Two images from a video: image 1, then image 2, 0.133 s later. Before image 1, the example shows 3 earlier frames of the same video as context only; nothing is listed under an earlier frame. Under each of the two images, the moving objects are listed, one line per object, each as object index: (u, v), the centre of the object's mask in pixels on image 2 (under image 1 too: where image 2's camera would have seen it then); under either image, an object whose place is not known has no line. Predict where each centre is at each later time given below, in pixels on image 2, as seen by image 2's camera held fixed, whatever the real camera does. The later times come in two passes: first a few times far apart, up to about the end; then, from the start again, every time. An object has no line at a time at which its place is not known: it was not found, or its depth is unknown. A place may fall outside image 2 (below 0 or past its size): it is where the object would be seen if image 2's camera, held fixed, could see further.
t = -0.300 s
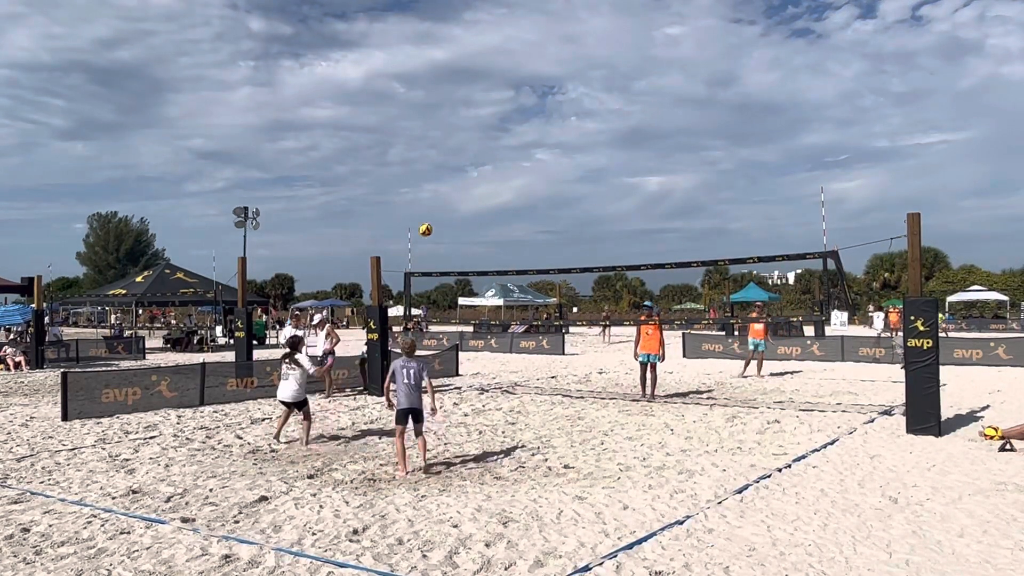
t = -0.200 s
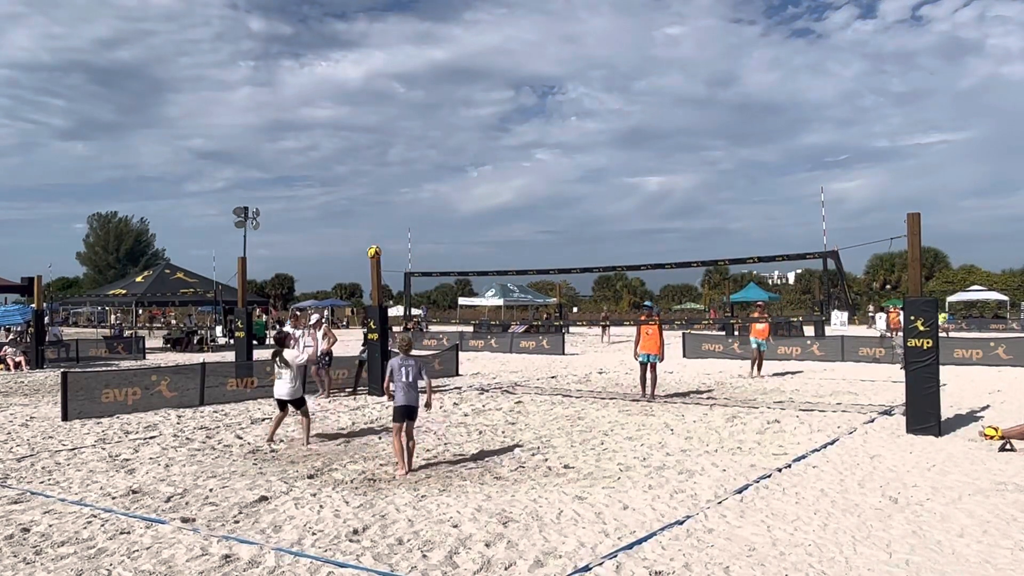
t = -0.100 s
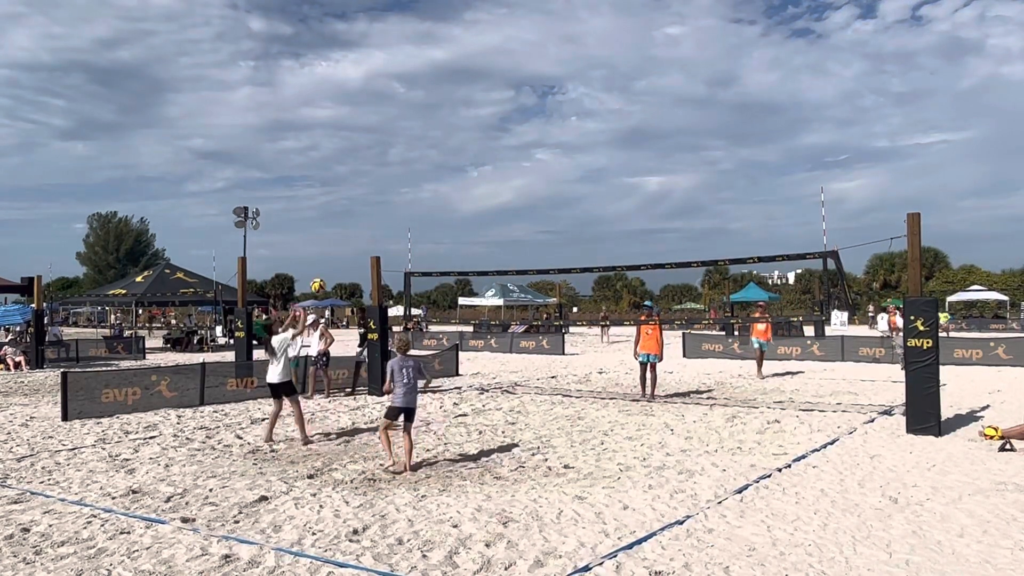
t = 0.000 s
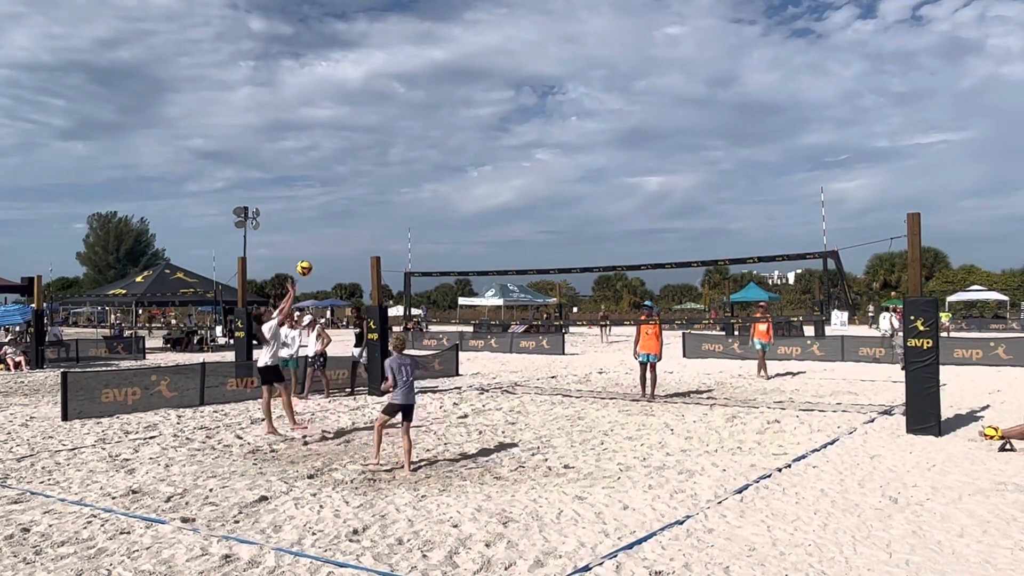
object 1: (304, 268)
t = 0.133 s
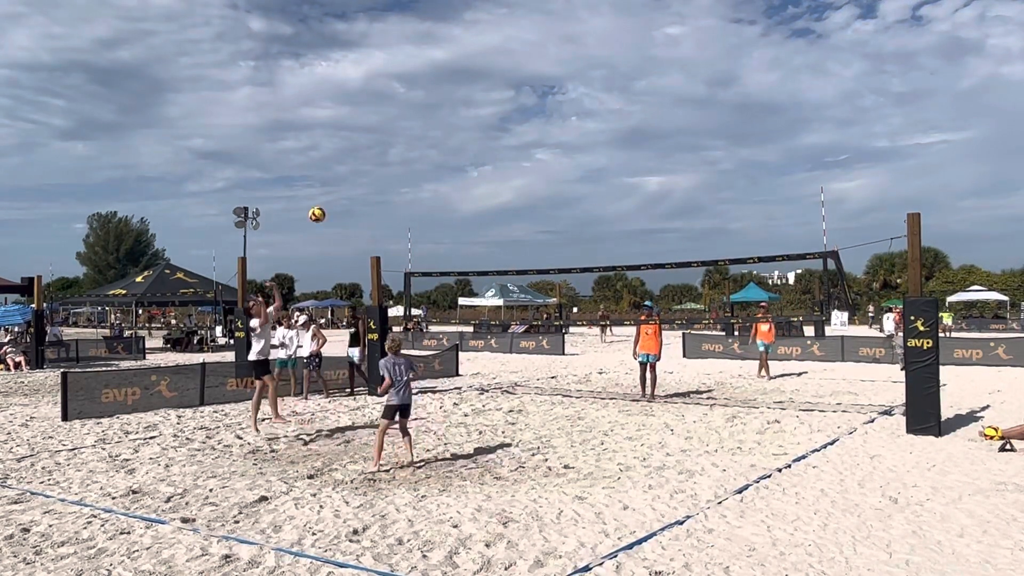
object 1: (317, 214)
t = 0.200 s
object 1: (324, 193)
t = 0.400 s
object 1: (346, 147)
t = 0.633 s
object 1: (373, 130)
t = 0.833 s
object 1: (399, 149)
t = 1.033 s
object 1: (427, 198)
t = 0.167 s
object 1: (320, 203)
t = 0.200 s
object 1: (324, 193)
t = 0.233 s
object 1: (328, 183)
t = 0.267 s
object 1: (331, 174)
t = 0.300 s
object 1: (335, 166)
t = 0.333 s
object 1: (338, 159)
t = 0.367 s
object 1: (342, 152)
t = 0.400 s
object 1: (346, 147)
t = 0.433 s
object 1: (350, 142)
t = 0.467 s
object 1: (354, 138)
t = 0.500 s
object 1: (357, 135)
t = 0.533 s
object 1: (361, 132)
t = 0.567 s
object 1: (365, 131)
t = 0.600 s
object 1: (369, 130)
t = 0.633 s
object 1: (373, 130)
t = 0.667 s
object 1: (377, 131)
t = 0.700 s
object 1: (381, 133)
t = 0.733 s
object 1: (386, 135)
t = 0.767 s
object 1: (390, 139)
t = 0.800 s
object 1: (394, 143)
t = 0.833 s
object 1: (399, 149)
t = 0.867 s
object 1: (403, 155)
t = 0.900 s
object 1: (408, 162)
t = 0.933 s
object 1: (413, 169)
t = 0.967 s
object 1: (418, 178)
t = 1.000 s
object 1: (422, 188)
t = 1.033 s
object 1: (427, 198)
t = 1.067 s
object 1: (432, 210)
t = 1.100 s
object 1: (438, 222)
